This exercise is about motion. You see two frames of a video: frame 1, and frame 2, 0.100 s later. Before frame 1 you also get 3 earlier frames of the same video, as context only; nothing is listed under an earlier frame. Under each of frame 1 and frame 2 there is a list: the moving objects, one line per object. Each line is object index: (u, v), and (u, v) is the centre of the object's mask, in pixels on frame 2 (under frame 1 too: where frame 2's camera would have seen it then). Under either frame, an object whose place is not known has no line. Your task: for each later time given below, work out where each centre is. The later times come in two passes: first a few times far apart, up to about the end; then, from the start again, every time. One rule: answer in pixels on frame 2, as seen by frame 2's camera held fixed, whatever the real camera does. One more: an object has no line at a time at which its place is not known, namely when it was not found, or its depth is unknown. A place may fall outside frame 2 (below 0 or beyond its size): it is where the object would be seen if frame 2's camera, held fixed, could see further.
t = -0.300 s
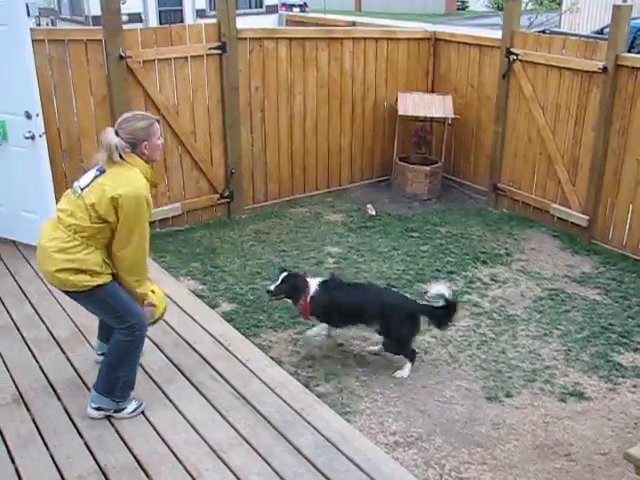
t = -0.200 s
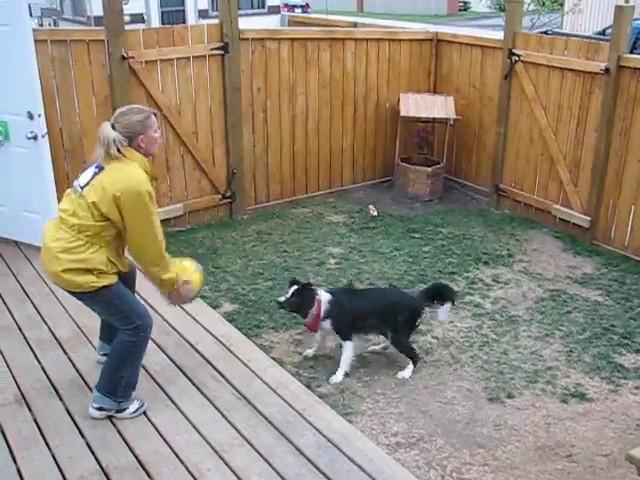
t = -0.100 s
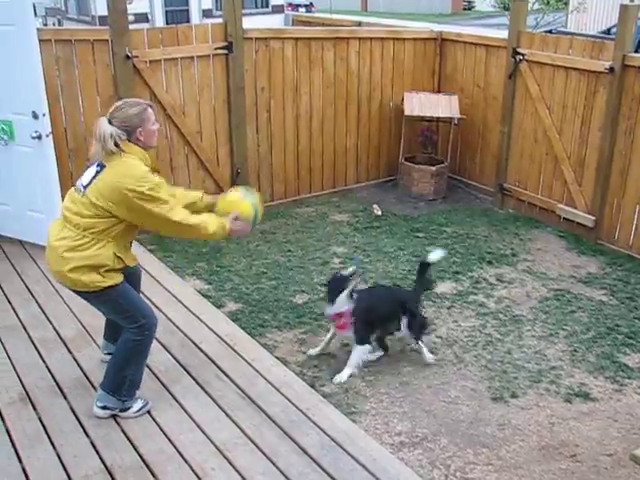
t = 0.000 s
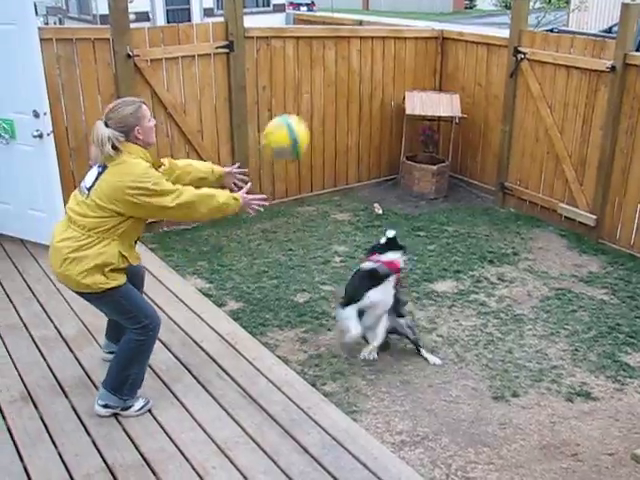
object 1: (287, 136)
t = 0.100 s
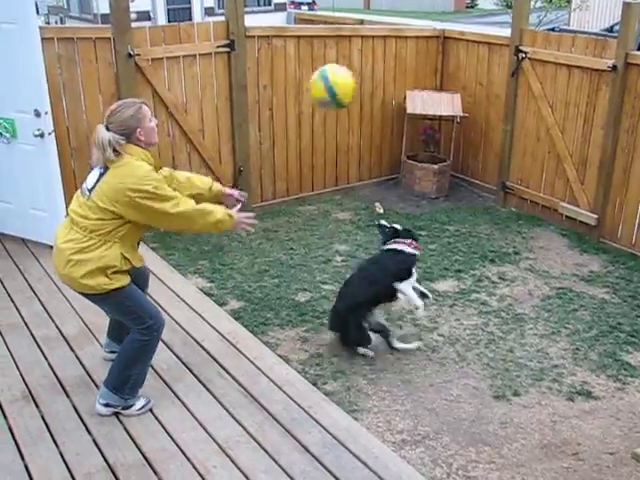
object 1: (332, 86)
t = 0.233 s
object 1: (389, 52)
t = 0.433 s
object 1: (462, 65)
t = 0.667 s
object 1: (529, 155)
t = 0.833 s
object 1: (561, 252)
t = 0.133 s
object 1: (346, 74)
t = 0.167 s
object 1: (360, 64)
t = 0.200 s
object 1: (375, 57)
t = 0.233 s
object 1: (389, 52)
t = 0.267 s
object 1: (403, 49)
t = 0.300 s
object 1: (416, 48)
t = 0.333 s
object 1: (428, 49)
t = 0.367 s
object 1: (440, 53)
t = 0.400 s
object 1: (452, 58)
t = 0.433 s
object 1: (462, 65)
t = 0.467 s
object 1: (474, 74)
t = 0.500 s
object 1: (485, 83)
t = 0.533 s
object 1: (495, 95)
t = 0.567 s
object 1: (505, 108)
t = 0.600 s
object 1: (513, 123)
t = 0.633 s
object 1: (521, 139)
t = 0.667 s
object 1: (529, 155)
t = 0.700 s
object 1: (536, 173)
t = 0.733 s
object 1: (543, 192)
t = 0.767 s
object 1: (549, 211)
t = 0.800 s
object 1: (555, 231)
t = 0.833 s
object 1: (561, 252)
